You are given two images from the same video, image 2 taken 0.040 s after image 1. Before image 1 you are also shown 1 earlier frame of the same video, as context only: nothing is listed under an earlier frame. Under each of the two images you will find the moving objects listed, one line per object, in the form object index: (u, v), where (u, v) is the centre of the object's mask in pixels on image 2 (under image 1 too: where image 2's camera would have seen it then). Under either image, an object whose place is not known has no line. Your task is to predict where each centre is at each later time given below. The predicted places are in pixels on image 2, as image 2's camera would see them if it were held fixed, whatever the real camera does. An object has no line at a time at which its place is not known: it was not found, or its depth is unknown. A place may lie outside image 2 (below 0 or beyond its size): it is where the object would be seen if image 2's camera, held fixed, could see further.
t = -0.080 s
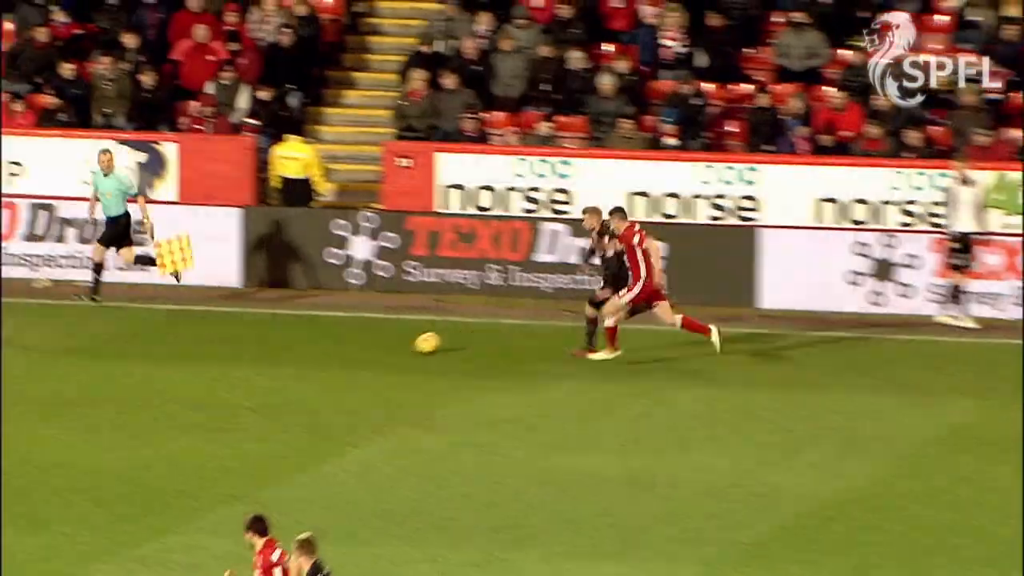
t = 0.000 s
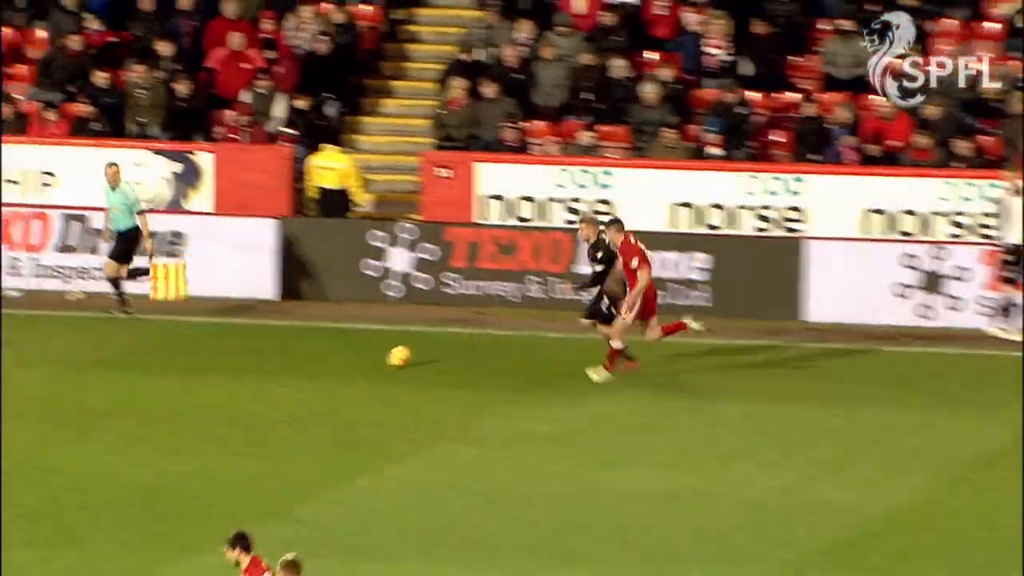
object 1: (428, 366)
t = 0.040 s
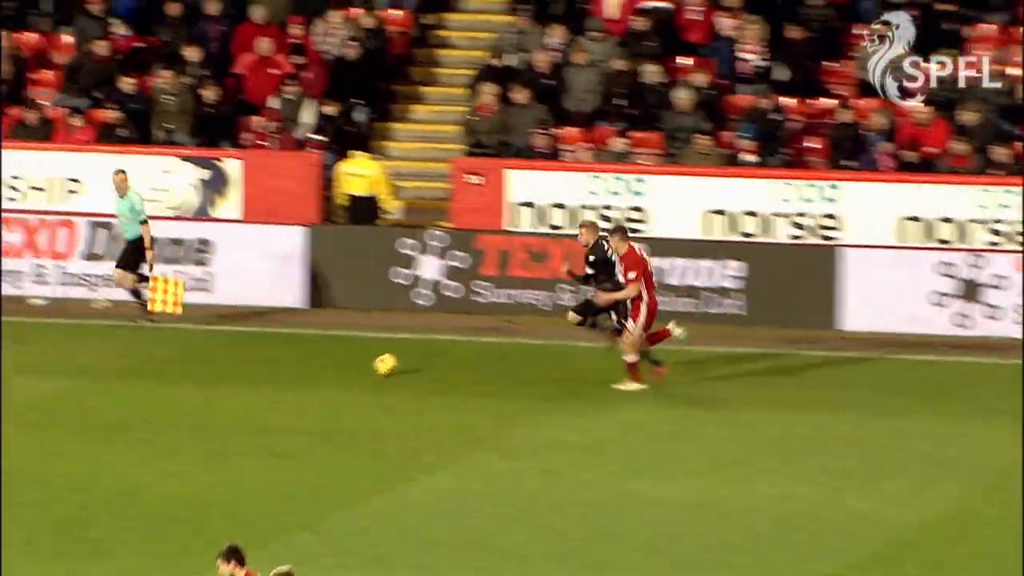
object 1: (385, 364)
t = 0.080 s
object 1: (343, 364)
